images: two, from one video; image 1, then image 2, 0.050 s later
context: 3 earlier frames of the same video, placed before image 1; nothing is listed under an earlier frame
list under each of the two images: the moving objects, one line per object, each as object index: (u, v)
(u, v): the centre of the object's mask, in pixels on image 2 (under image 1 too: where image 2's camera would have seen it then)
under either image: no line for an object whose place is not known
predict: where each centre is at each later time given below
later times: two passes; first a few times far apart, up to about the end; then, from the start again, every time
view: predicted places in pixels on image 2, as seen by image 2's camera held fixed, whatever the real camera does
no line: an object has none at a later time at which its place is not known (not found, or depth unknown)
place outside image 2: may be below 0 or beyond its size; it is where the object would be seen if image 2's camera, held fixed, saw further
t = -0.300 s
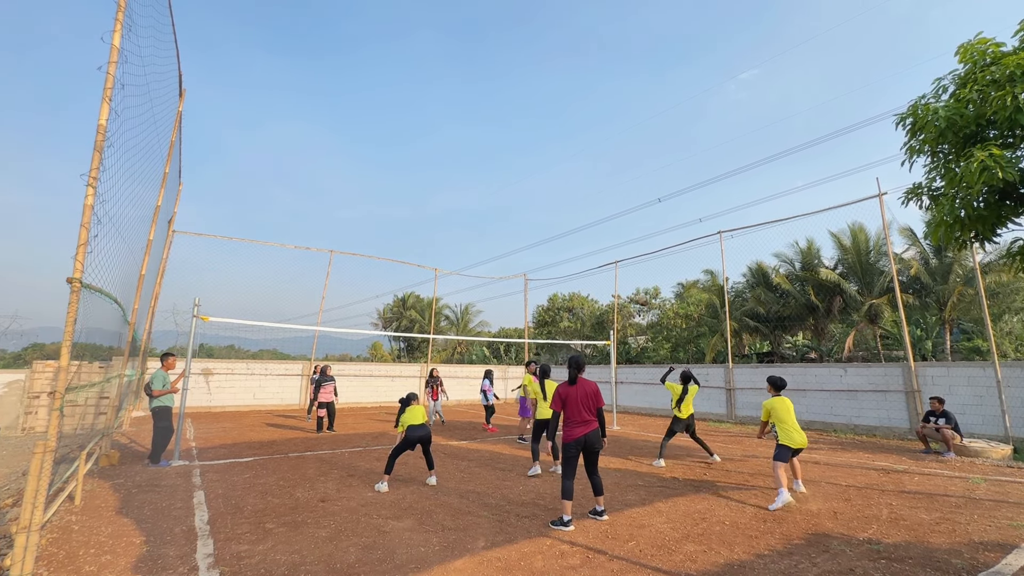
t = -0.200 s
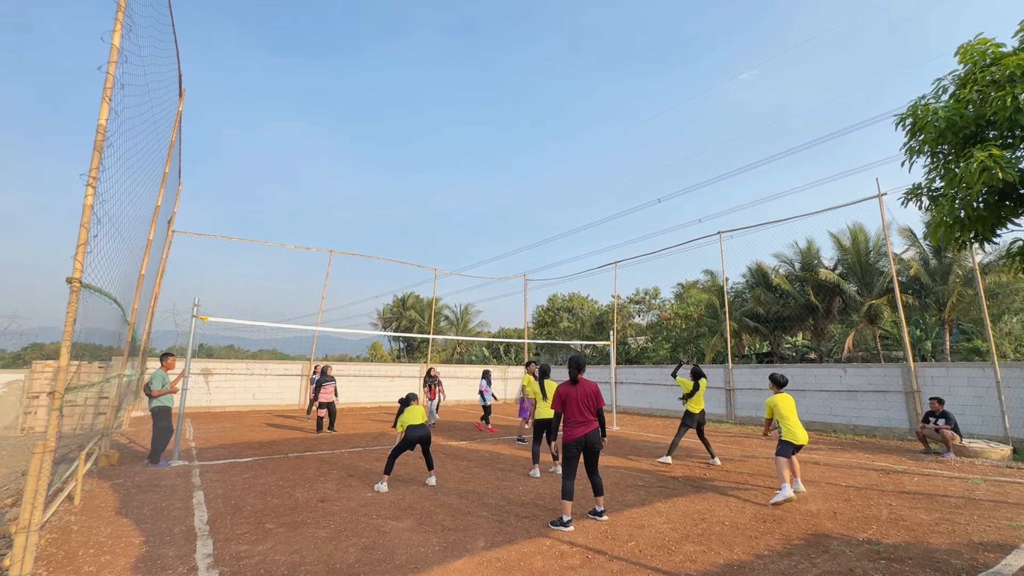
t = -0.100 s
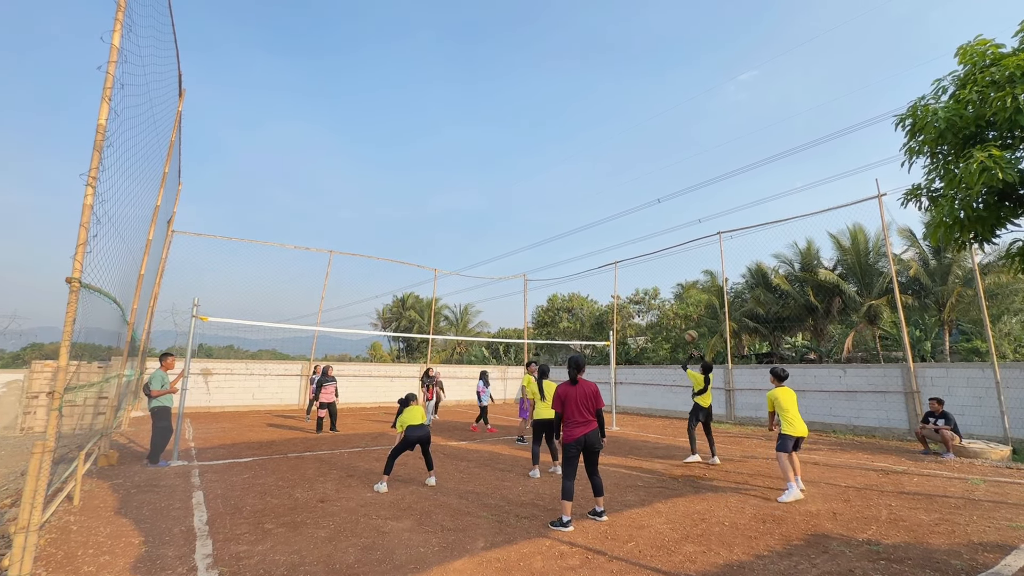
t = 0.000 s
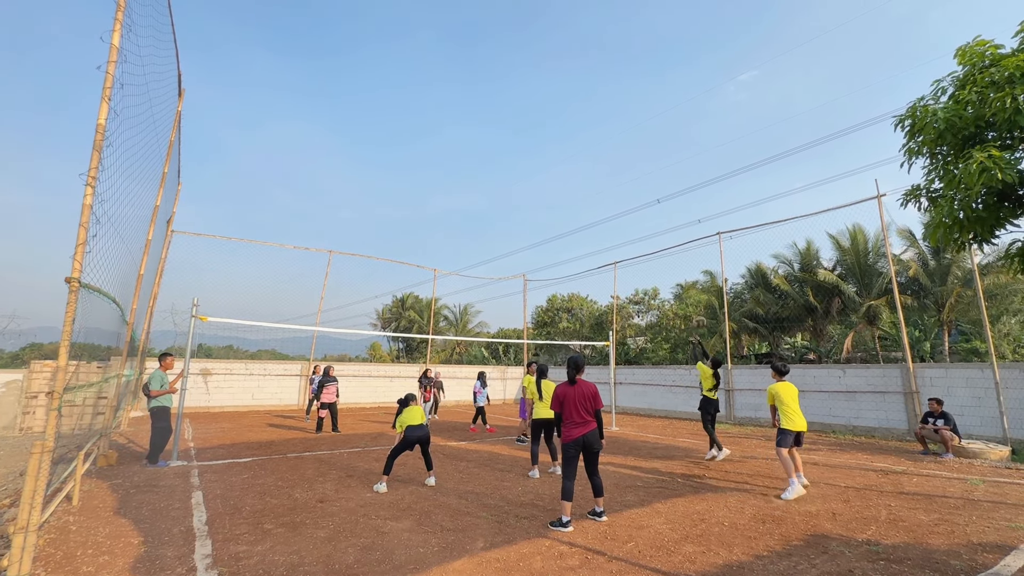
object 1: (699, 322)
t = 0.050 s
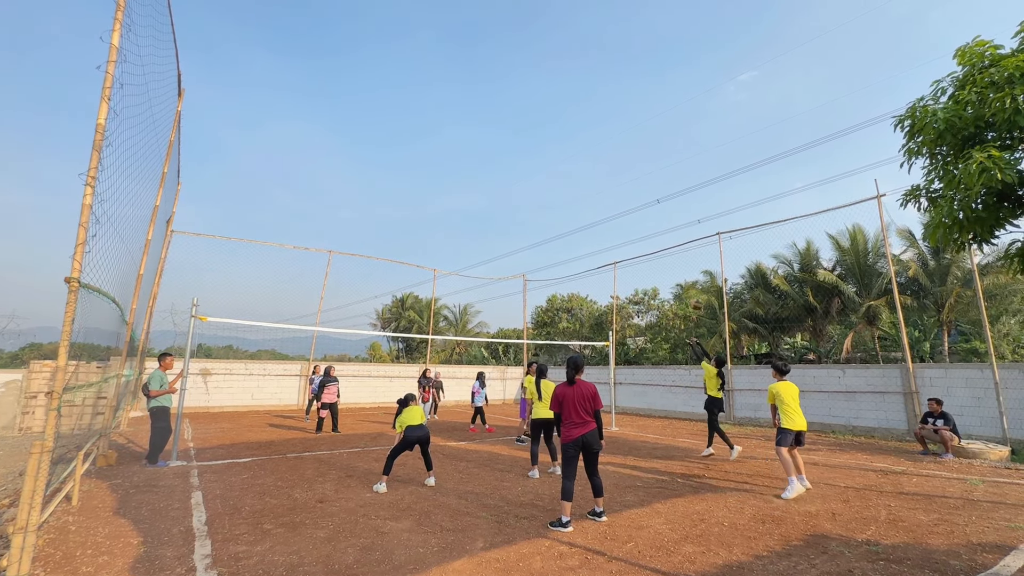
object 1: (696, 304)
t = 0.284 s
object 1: (687, 243)
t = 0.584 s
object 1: (678, 211)
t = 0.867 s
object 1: (672, 224)
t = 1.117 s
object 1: (669, 266)
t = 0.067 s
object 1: (696, 299)
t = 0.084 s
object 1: (695, 293)
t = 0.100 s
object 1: (694, 287)
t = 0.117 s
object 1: (693, 283)
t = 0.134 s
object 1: (693, 278)
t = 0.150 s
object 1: (692, 273)
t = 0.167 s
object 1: (691, 269)
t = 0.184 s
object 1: (691, 265)
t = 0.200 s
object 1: (690, 260)
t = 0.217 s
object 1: (689, 257)
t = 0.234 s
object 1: (689, 253)
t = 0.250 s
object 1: (688, 250)
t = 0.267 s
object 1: (687, 246)
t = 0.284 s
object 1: (687, 243)
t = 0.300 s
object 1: (686, 240)
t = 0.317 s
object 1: (686, 237)
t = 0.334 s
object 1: (685, 234)
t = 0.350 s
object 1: (684, 232)
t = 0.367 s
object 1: (684, 229)
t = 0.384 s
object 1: (683, 227)
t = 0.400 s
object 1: (683, 225)
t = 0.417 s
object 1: (683, 223)
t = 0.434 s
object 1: (682, 221)
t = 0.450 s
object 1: (682, 219)
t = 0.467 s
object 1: (681, 218)
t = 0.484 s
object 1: (681, 217)
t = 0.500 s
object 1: (680, 215)
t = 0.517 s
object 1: (680, 214)
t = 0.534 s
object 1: (679, 213)
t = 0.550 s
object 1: (679, 213)
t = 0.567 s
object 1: (678, 212)
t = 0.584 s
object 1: (678, 211)
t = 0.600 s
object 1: (678, 211)
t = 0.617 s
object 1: (677, 211)
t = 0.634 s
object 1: (677, 211)
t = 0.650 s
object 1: (676, 211)
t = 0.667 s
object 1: (676, 211)
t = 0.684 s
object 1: (676, 211)
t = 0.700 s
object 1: (676, 212)
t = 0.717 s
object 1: (675, 212)
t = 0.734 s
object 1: (675, 213)
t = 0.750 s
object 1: (674, 214)
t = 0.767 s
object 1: (674, 215)
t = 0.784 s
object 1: (674, 216)
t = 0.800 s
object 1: (674, 217)
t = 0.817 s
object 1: (673, 219)
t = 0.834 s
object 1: (673, 220)
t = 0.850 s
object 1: (672, 222)
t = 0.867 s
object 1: (672, 224)
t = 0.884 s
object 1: (672, 226)
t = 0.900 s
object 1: (672, 228)
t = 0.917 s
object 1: (672, 230)
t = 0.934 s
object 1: (671, 232)
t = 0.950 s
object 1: (671, 235)
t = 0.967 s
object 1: (671, 237)
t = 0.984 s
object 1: (671, 240)
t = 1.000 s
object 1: (671, 243)
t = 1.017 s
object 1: (670, 245)
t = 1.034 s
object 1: (670, 249)
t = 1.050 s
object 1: (670, 252)
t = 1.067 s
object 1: (670, 255)
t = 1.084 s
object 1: (670, 259)
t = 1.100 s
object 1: (670, 262)
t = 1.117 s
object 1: (669, 266)
